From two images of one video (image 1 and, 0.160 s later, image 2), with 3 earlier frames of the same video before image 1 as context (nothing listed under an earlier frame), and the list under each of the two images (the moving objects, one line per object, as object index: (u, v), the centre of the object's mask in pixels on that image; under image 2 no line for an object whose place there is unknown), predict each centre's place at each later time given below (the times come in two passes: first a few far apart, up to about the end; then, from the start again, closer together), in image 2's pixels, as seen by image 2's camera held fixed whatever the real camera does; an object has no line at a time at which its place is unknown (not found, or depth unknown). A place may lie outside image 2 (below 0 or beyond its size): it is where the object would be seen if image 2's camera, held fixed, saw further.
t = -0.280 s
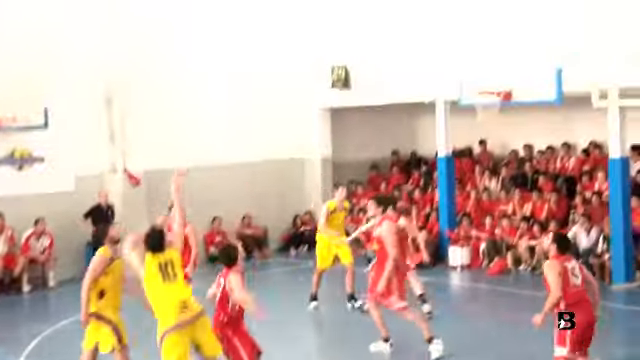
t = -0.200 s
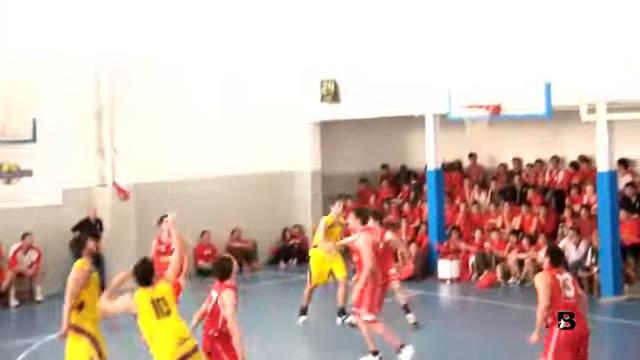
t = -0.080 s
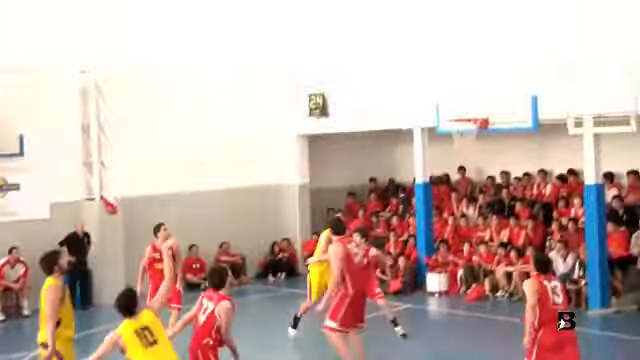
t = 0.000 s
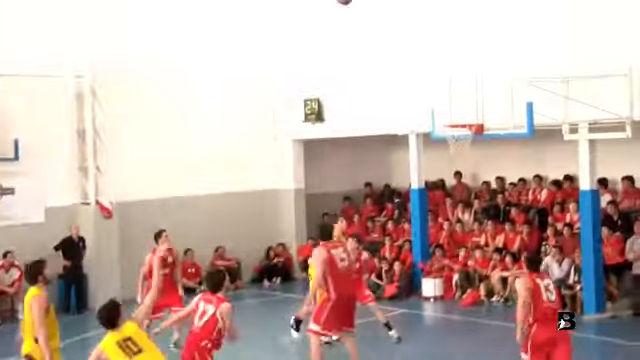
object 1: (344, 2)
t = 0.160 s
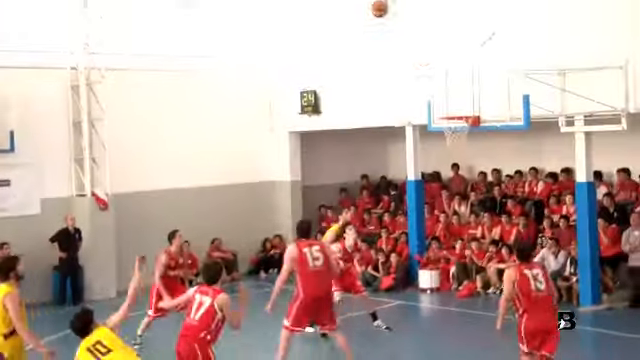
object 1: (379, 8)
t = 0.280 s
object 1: (407, 35)
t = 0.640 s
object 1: (463, 134)
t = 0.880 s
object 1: (450, 164)
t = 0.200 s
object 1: (389, 15)
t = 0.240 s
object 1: (398, 25)
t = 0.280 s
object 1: (407, 35)
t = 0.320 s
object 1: (415, 46)
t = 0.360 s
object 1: (424, 58)
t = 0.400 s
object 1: (432, 70)
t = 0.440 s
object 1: (440, 84)
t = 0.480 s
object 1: (449, 99)
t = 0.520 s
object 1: (457, 114)
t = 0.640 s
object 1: (463, 134)
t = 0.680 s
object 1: (461, 135)
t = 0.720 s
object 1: (459, 138)
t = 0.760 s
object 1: (456, 143)
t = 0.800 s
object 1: (454, 149)
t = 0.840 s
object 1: (451, 156)
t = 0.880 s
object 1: (450, 164)
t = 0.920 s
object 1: (445, 172)
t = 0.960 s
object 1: (443, 182)
